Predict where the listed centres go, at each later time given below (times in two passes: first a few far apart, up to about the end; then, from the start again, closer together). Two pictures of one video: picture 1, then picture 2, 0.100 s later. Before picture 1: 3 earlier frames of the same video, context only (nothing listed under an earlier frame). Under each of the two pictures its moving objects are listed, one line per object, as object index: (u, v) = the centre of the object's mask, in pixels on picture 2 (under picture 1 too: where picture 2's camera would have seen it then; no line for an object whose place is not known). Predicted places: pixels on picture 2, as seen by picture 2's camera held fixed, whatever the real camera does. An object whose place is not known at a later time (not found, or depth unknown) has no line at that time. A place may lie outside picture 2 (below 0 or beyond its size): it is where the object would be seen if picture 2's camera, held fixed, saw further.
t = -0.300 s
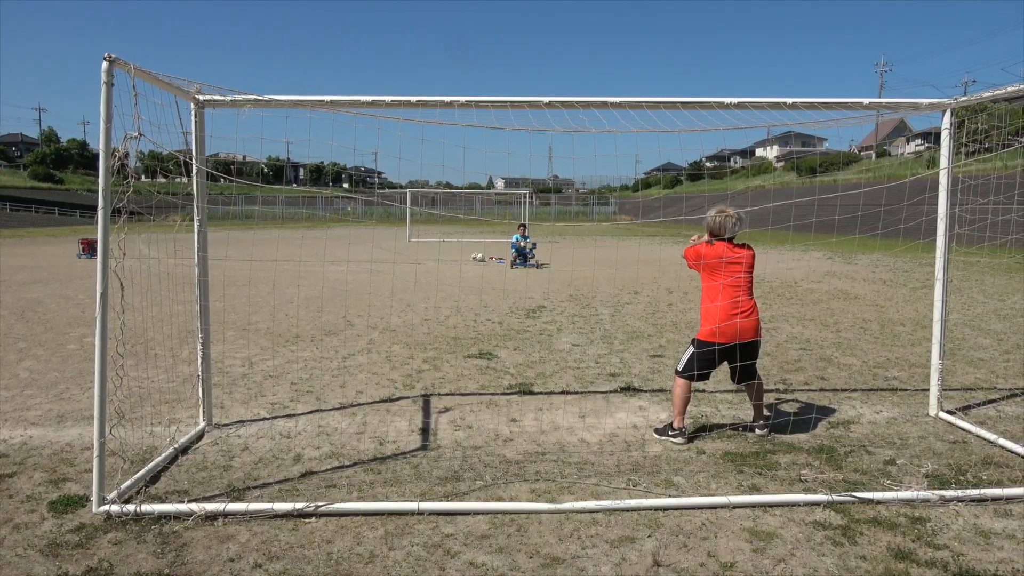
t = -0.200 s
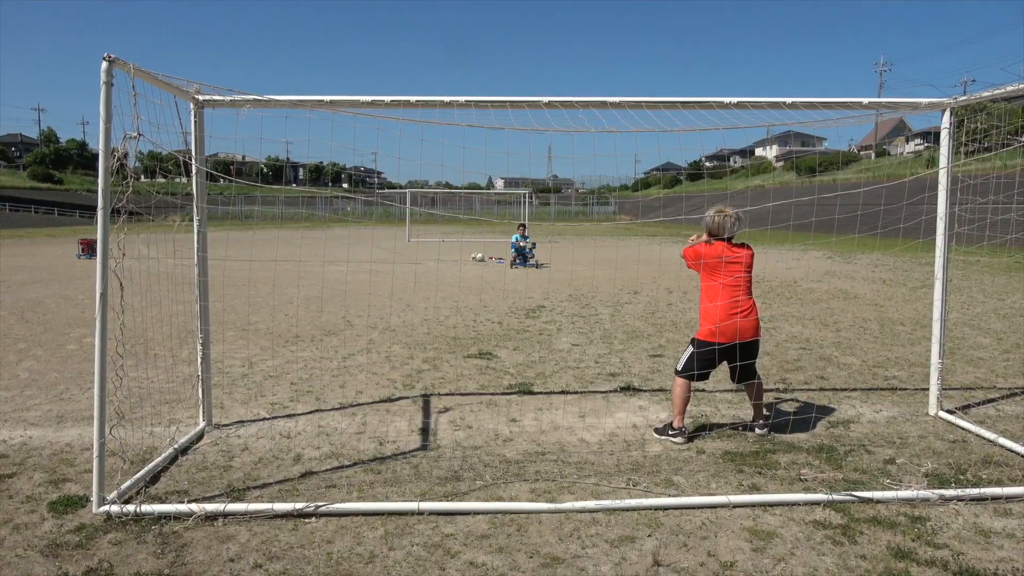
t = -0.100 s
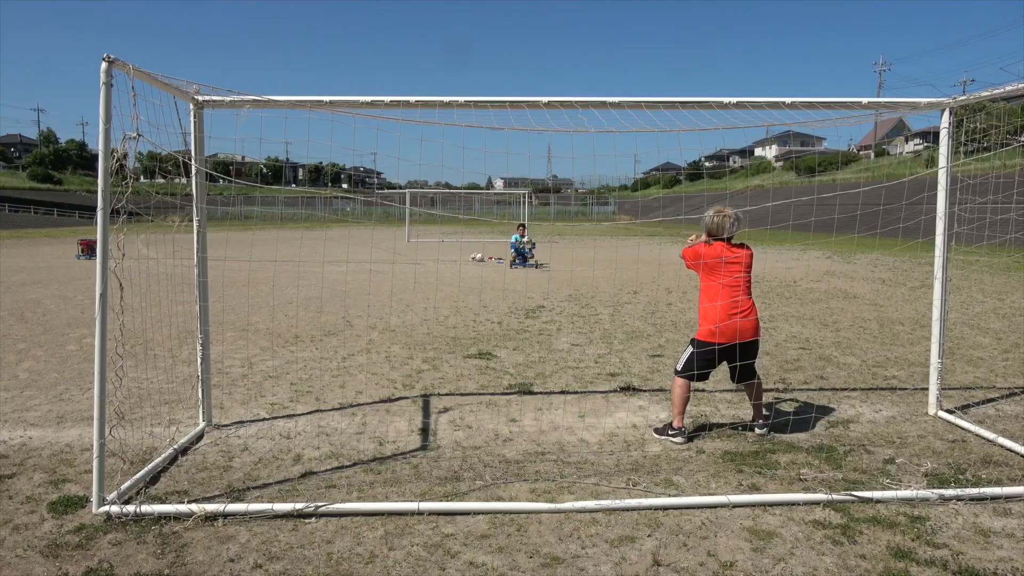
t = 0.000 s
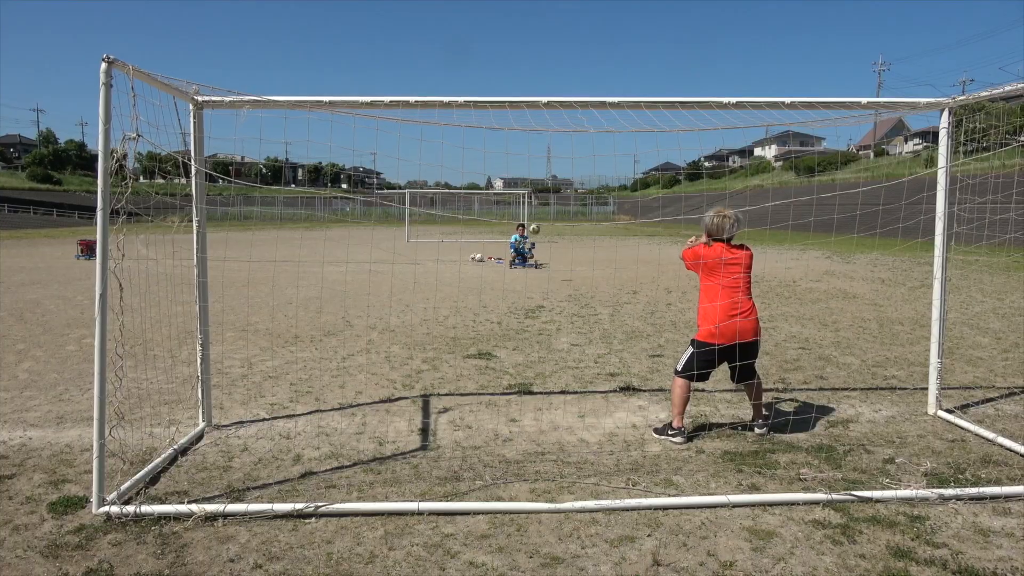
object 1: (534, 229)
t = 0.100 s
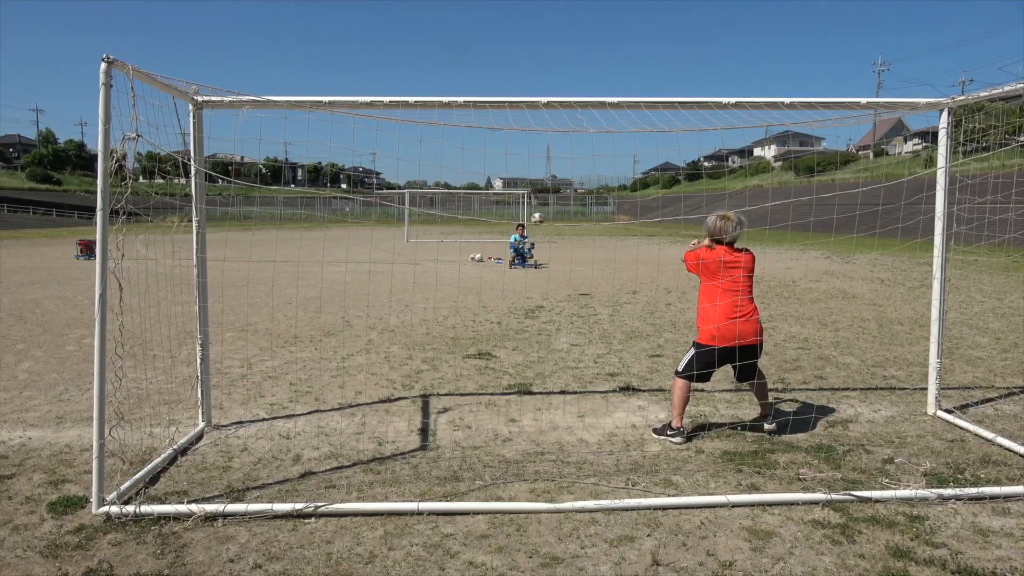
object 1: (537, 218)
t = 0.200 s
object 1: (536, 212)
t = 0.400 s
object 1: (488, 225)
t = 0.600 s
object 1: (339, 311)
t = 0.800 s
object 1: (345, 506)
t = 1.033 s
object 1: (356, 326)
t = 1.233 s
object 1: (360, 278)
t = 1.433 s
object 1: (366, 298)
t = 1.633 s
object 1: (372, 364)
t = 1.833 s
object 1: (369, 329)
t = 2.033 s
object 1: (365, 295)
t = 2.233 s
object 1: (361, 305)
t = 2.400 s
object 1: (360, 342)
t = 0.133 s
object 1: (537, 216)
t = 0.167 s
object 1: (536, 214)
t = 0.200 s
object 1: (536, 212)
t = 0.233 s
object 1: (533, 210)
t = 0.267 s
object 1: (529, 210)
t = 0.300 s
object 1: (523, 211)
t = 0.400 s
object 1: (488, 225)
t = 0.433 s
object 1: (465, 236)
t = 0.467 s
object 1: (435, 254)
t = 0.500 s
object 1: (405, 272)
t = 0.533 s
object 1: (381, 283)
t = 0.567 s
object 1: (359, 291)
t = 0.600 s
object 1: (339, 311)
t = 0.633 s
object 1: (331, 345)
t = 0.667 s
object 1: (331, 379)
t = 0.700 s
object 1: (334, 411)
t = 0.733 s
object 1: (338, 444)
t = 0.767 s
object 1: (341, 476)
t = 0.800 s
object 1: (345, 506)
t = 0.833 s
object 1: (347, 488)
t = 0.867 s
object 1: (349, 449)
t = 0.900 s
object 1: (350, 417)
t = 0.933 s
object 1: (352, 387)
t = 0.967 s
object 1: (353, 363)
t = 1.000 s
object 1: (355, 343)
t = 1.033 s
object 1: (356, 326)
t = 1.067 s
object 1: (357, 312)
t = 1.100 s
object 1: (357, 301)
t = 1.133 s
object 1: (358, 292)
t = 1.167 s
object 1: (359, 285)
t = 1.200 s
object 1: (359, 281)
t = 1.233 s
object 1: (360, 278)
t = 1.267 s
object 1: (361, 277)
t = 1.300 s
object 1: (362, 278)
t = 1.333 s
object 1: (363, 281)
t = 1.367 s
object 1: (364, 285)
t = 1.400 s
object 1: (365, 291)
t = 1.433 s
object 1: (366, 298)
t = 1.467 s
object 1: (367, 306)
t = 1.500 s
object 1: (367, 315)
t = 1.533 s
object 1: (368, 326)
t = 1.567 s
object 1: (369, 338)
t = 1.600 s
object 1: (370, 350)
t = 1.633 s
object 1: (372, 364)
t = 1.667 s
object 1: (372, 379)
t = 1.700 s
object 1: (373, 383)
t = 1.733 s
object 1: (371, 367)
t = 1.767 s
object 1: (370, 352)
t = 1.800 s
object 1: (369, 340)
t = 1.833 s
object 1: (369, 329)
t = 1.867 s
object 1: (368, 320)
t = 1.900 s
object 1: (367, 312)
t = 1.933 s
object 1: (366, 306)
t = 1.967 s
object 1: (366, 301)
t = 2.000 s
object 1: (365, 298)
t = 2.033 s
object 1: (365, 295)
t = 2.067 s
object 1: (364, 294)
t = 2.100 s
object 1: (363, 294)
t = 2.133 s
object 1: (363, 295)
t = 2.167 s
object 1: (362, 297)
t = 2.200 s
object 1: (362, 300)
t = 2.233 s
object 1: (361, 305)
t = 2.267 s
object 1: (361, 311)
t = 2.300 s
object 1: (361, 317)
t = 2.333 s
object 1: (361, 325)
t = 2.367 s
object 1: (360, 333)
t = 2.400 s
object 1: (360, 342)
